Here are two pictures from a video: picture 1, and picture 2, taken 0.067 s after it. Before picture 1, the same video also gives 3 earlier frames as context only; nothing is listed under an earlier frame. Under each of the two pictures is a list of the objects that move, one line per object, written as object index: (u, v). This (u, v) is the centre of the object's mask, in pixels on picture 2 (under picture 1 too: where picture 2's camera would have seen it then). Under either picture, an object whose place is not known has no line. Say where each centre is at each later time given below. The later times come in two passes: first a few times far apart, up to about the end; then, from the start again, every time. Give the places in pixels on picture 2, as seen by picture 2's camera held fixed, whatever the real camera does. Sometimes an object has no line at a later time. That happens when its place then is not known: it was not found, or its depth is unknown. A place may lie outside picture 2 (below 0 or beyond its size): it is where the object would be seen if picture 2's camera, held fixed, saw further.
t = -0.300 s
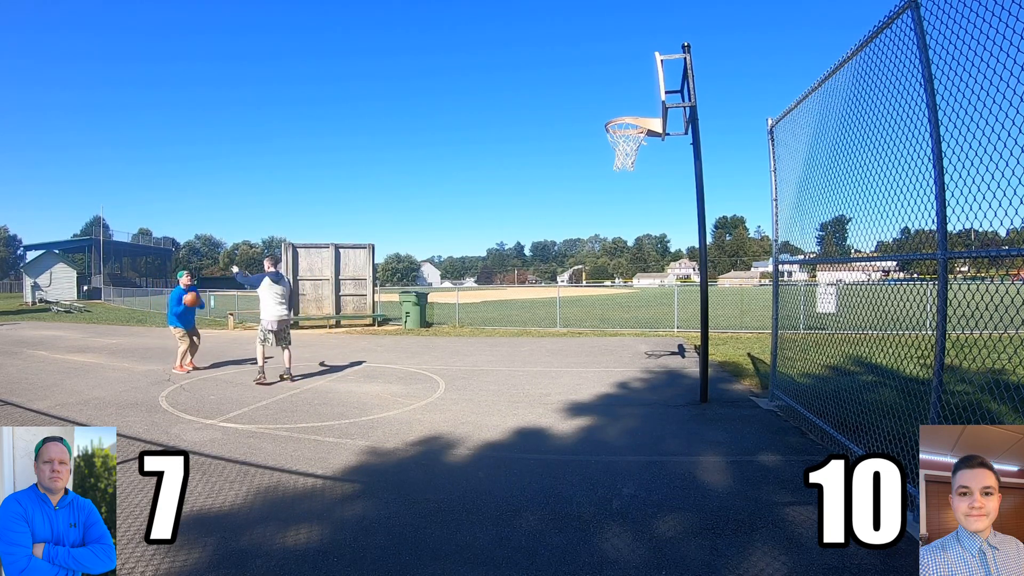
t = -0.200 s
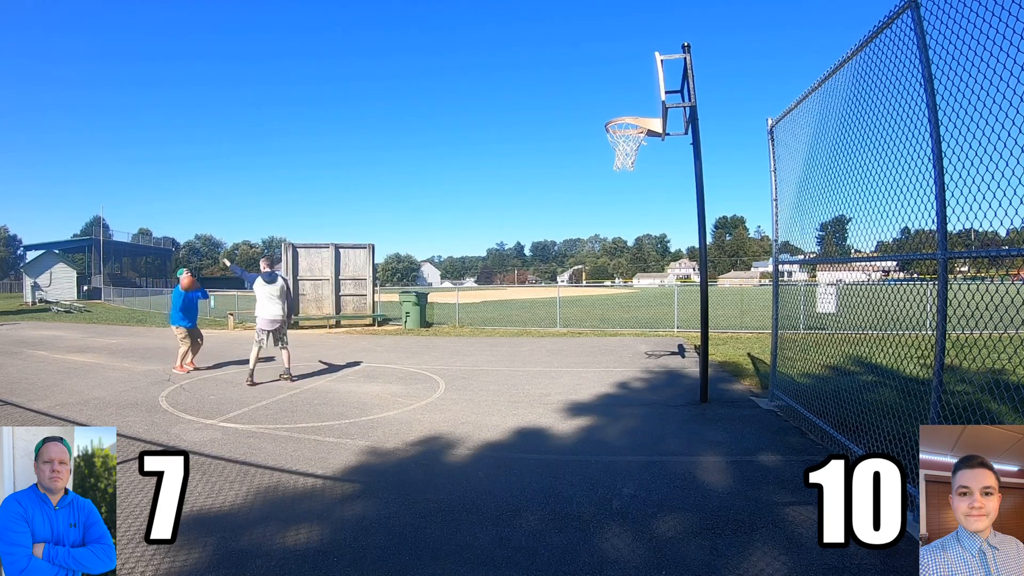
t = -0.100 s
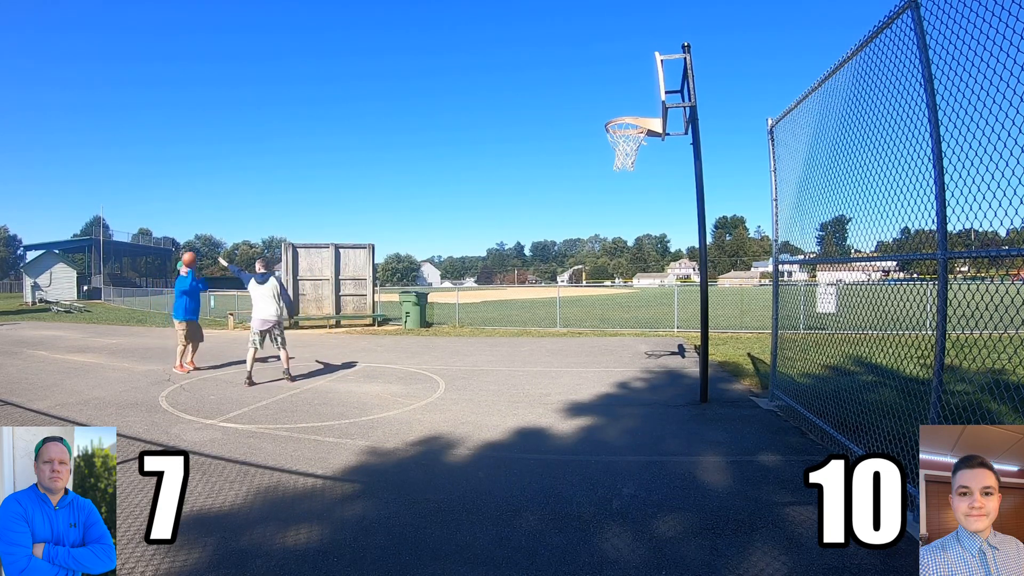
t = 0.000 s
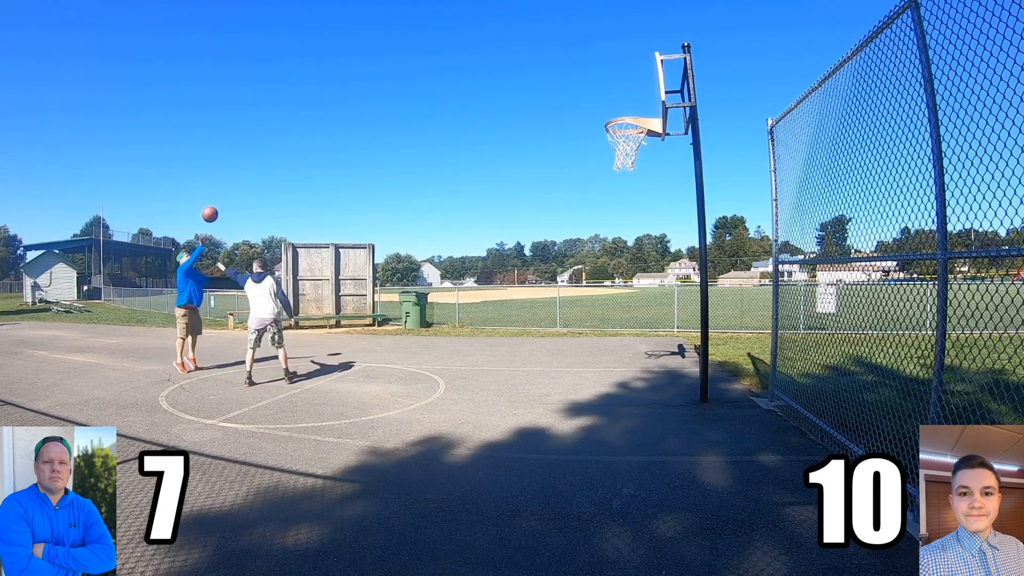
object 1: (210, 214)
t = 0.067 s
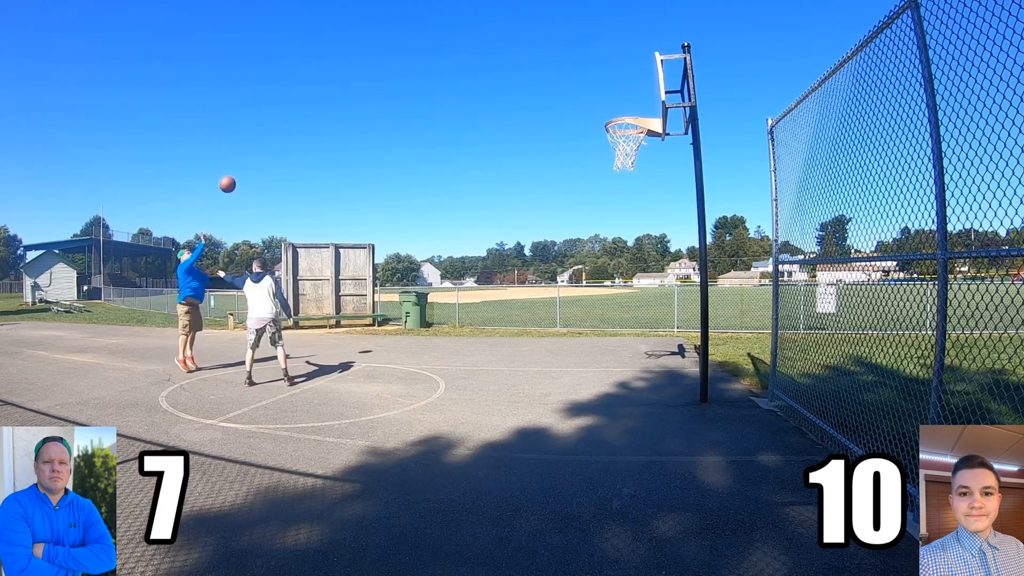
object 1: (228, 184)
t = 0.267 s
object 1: (286, 110)
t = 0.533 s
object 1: (372, 54)
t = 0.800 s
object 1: (464, 50)
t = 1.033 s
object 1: (550, 95)
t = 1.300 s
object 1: (652, 209)
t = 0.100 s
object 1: (237, 170)
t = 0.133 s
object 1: (246, 156)
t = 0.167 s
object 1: (256, 144)
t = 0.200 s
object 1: (266, 132)
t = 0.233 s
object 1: (276, 120)
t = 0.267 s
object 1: (286, 110)
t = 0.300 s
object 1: (297, 100)
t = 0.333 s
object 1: (307, 91)
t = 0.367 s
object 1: (318, 83)
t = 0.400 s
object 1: (329, 76)
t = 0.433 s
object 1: (340, 69)
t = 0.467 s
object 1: (350, 63)
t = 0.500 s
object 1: (361, 58)
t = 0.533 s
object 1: (372, 54)
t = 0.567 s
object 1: (384, 51)
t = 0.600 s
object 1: (395, 48)
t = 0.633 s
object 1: (406, 46)
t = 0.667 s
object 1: (417, 46)
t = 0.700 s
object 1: (429, 45)
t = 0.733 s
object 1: (441, 46)
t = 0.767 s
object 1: (452, 48)
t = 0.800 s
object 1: (464, 50)
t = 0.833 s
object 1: (476, 54)
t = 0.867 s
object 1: (488, 58)
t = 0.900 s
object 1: (500, 63)
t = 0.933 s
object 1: (512, 70)
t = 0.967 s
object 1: (525, 77)
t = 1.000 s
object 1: (537, 85)
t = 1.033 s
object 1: (550, 95)
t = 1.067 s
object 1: (562, 105)
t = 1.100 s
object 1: (575, 117)
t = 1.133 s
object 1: (588, 129)
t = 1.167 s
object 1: (600, 144)
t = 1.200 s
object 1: (609, 158)
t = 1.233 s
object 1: (627, 176)
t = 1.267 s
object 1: (640, 191)
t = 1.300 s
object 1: (652, 209)
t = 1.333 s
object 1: (665, 229)
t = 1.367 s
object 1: (677, 248)
